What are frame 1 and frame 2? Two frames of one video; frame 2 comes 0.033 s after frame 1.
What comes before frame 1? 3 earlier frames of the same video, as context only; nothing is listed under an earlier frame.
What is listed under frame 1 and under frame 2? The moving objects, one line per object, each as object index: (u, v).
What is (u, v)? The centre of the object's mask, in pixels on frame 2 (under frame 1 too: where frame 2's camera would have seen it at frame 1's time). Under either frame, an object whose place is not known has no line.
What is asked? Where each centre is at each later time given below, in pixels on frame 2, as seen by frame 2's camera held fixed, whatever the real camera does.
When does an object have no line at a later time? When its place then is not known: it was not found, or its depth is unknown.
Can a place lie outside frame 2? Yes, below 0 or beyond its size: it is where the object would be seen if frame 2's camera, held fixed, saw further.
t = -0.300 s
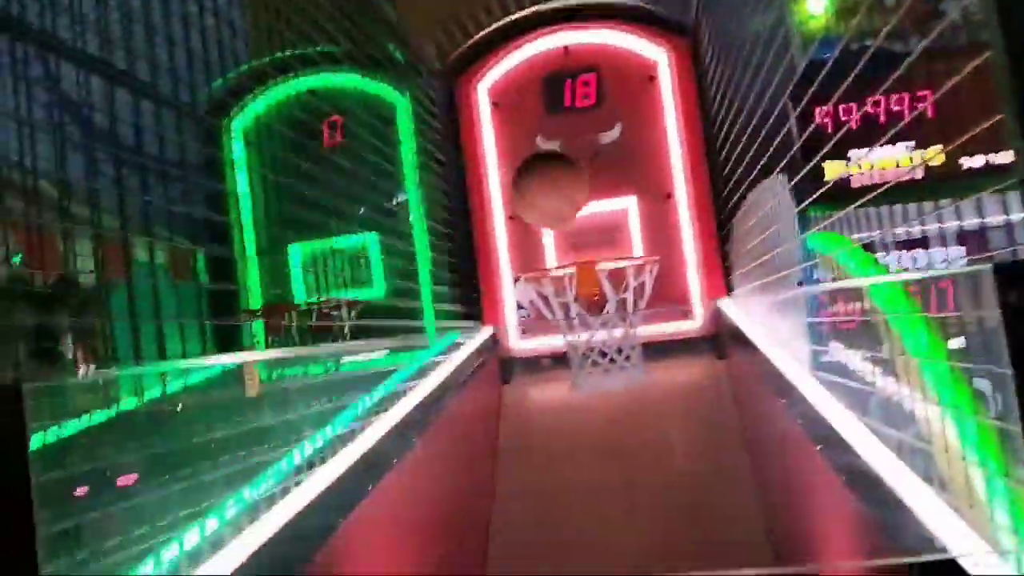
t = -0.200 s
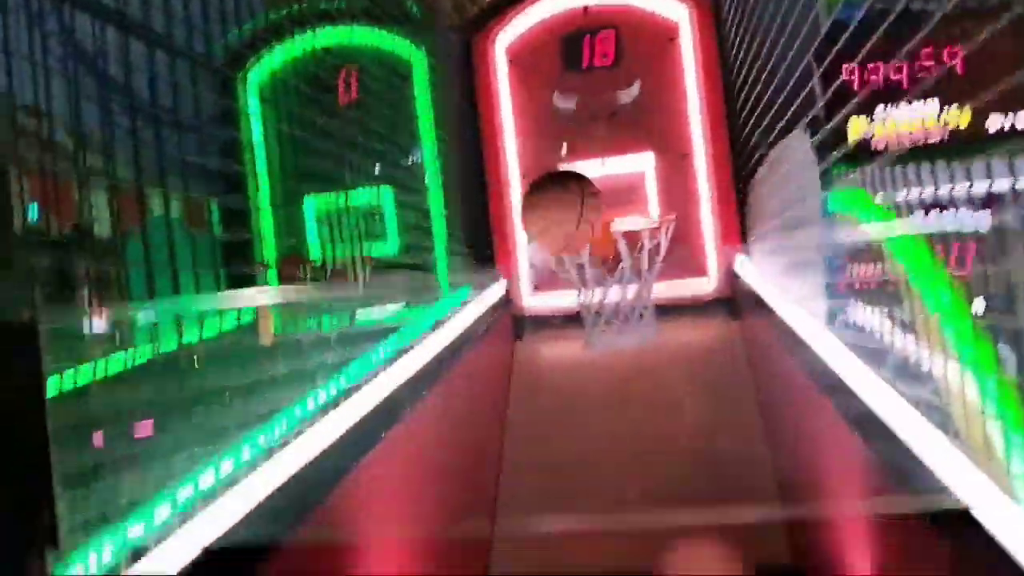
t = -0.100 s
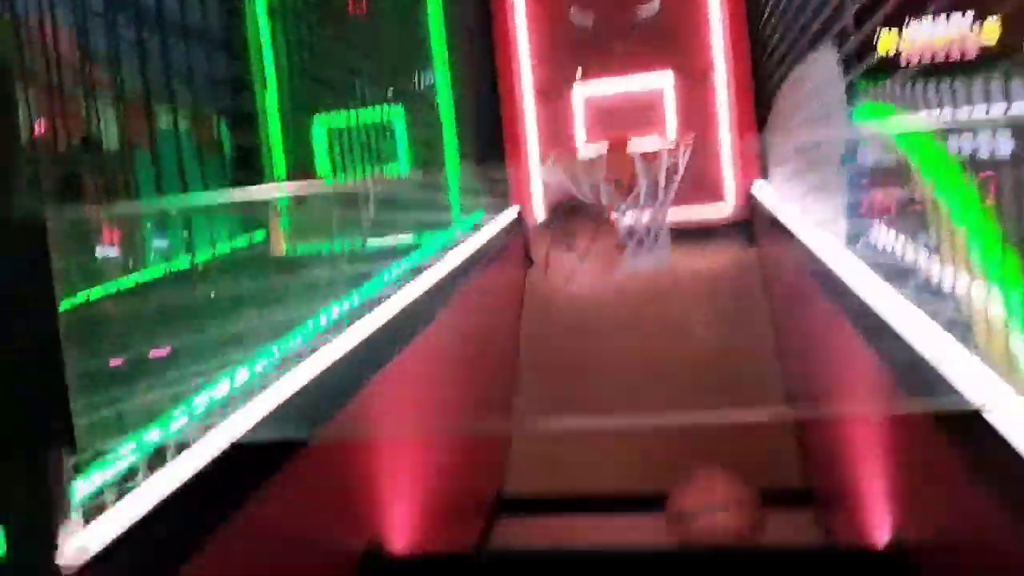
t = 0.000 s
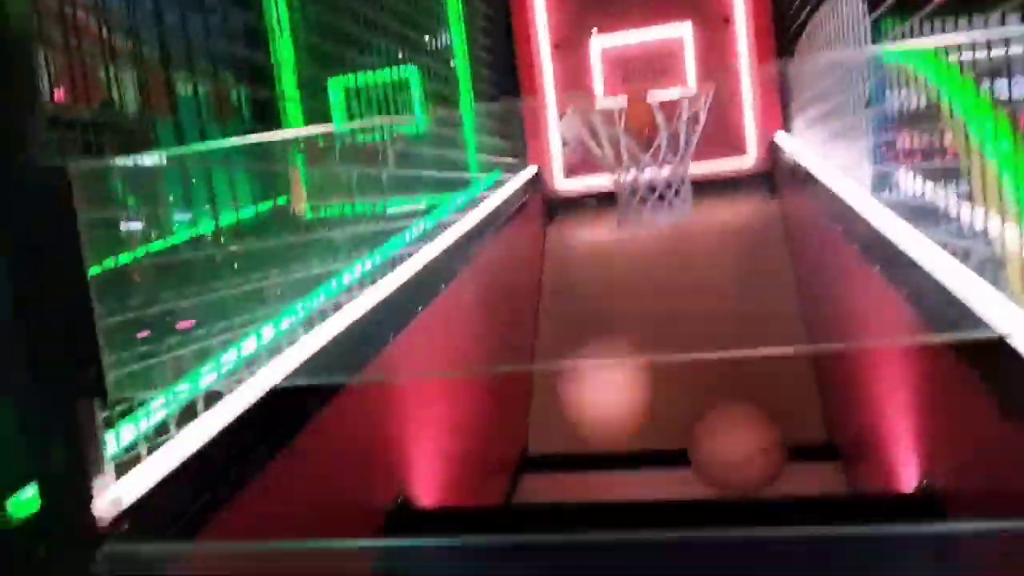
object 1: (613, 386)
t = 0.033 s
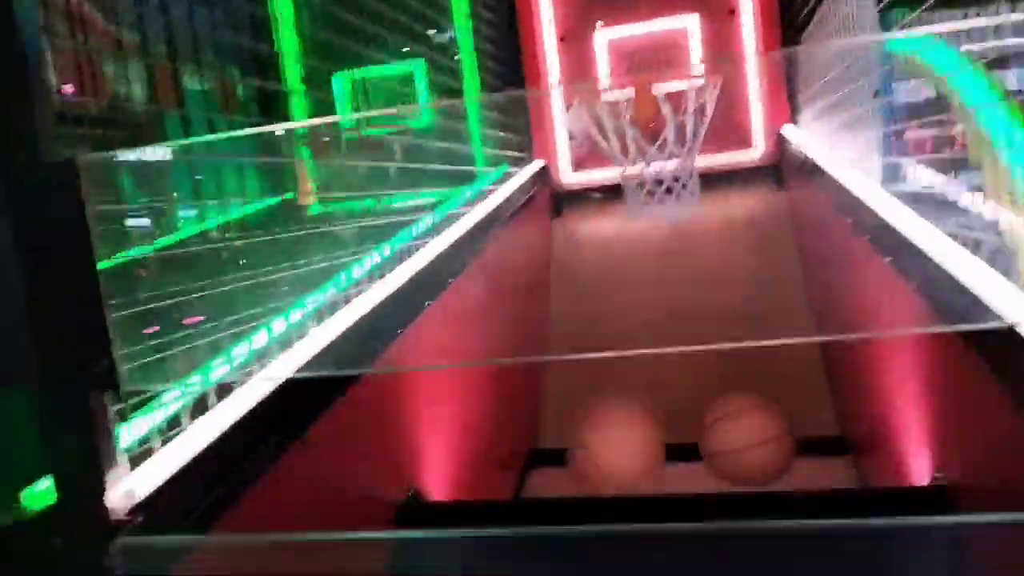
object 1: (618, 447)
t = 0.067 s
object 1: (615, 475)
